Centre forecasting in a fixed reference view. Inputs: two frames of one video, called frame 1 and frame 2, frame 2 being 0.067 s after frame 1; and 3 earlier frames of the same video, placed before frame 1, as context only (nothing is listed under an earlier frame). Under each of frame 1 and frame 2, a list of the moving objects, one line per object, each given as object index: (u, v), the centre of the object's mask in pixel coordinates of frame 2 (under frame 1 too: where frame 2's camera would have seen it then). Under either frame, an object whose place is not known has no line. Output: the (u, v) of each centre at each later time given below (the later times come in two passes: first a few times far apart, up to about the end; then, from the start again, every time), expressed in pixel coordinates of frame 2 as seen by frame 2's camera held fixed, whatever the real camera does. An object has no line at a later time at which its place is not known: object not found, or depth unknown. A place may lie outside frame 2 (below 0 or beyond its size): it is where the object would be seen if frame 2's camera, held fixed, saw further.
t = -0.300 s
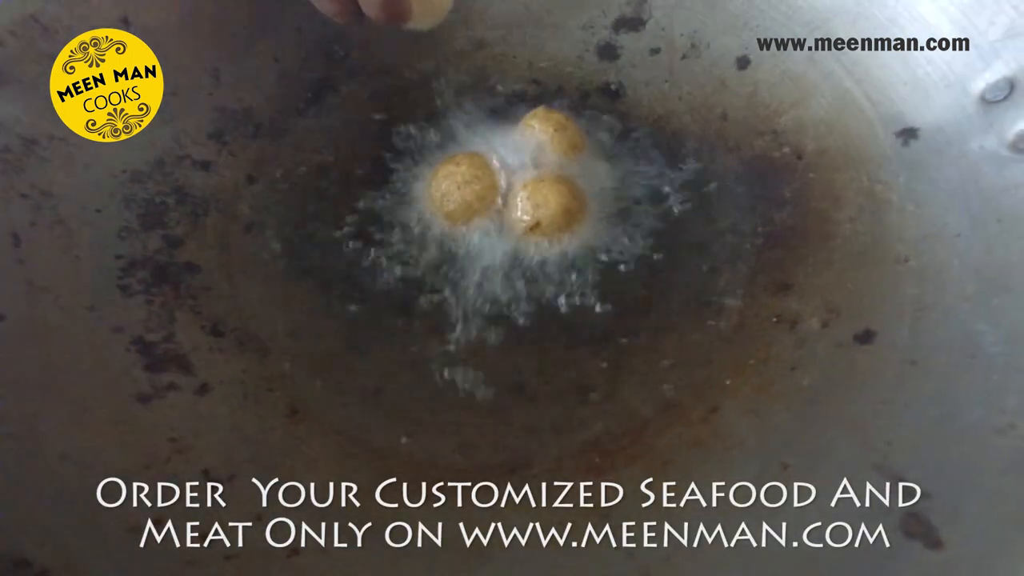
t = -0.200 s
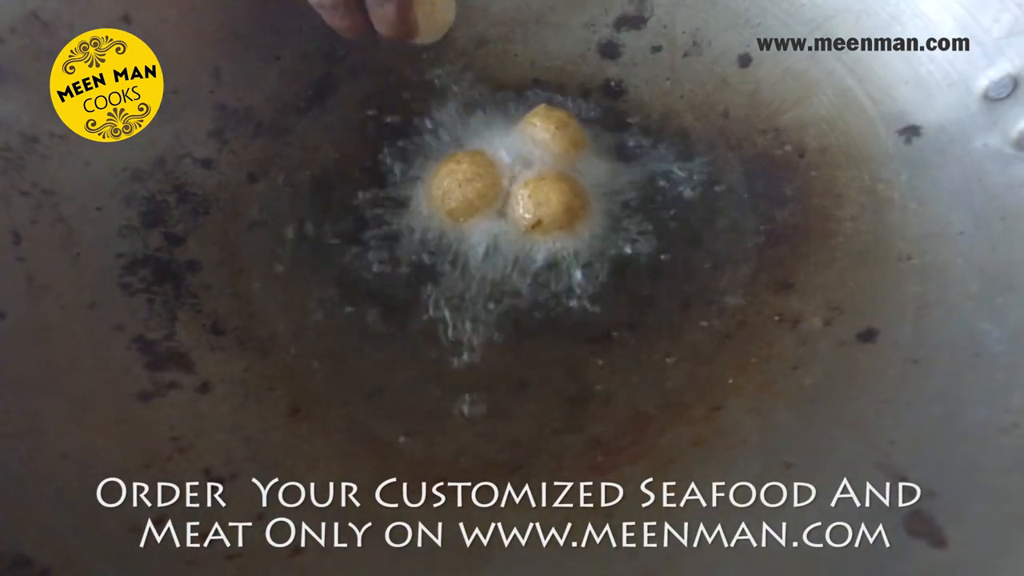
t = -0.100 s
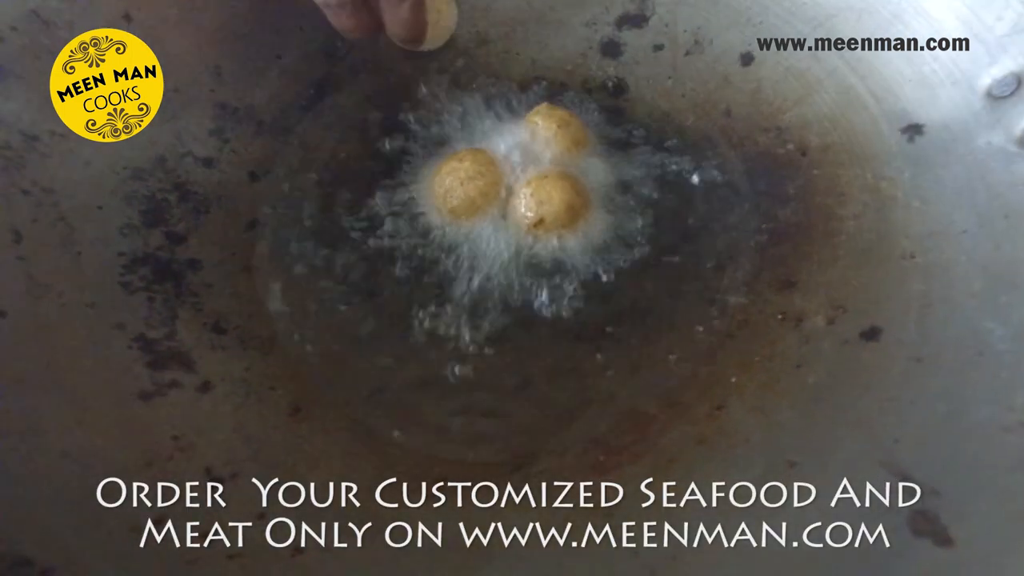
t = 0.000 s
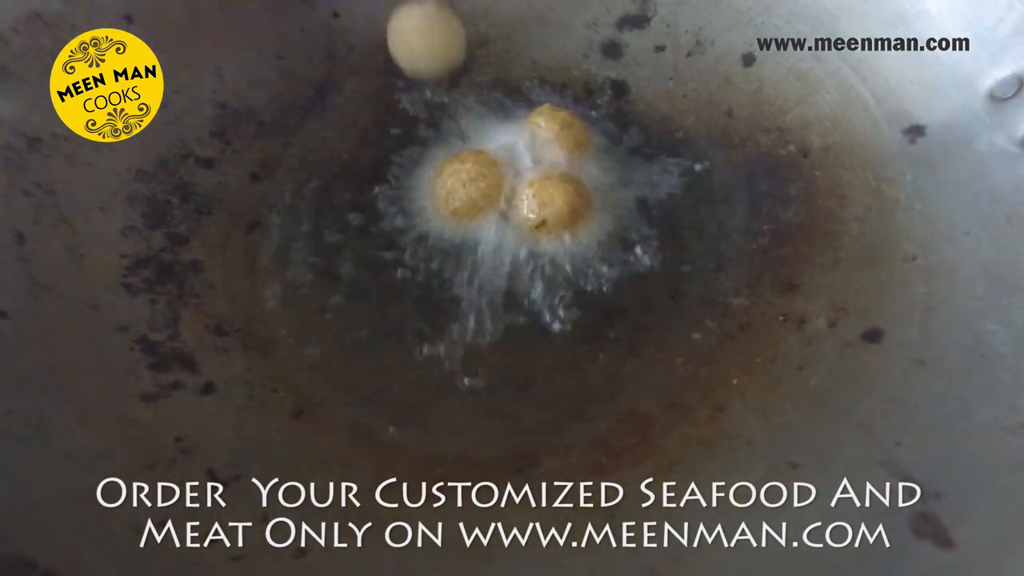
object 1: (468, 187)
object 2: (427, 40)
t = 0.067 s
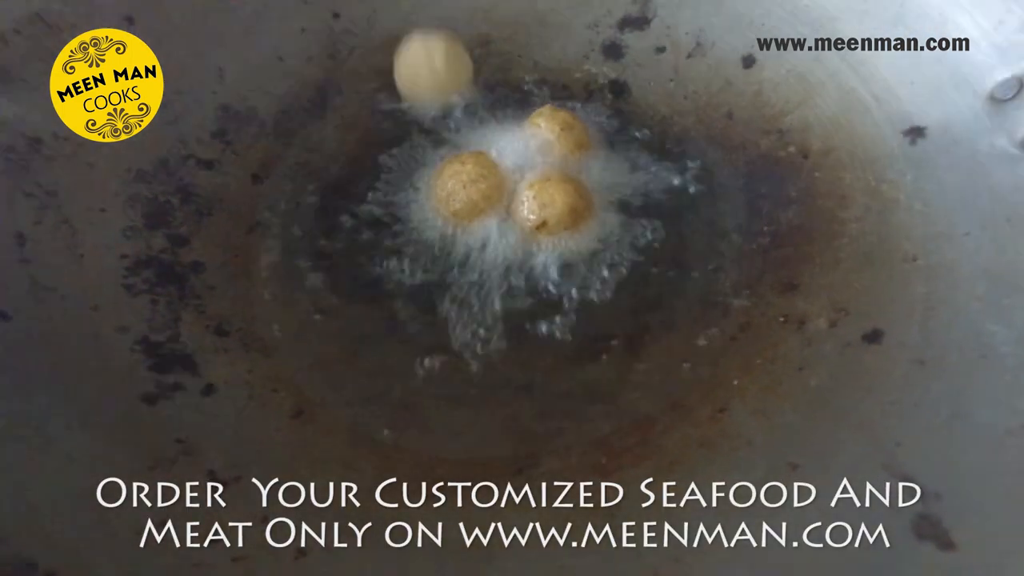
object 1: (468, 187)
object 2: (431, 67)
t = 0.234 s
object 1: (470, 195)
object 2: (446, 127)
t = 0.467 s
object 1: (466, 200)
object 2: (452, 126)
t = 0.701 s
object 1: (466, 200)
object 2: (447, 124)
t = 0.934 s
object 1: (466, 198)
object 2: (446, 125)
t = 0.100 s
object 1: (468, 187)
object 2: (435, 81)
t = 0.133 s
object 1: (467, 188)
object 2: (438, 99)
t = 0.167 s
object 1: (468, 188)
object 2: (440, 113)
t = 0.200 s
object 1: (470, 191)
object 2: (443, 123)
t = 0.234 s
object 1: (470, 195)
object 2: (446, 127)
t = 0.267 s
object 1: (466, 199)
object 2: (448, 129)
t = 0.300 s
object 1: (466, 201)
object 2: (449, 130)
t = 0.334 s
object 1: (466, 201)
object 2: (452, 127)
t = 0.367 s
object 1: (468, 200)
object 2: (451, 127)
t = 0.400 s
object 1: (467, 199)
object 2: (452, 127)
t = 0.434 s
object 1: (467, 199)
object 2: (451, 127)
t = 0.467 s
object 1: (466, 200)
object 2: (452, 126)
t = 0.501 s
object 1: (468, 199)
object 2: (448, 125)
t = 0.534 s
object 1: (467, 200)
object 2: (449, 125)
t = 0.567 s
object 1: (466, 201)
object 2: (450, 125)
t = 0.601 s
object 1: (466, 200)
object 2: (448, 126)
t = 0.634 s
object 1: (466, 199)
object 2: (450, 125)
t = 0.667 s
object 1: (467, 199)
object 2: (449, 123)
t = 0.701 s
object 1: (466, 200)
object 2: (447, 124)
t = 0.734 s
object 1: (468, 198)
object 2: (450, 125)
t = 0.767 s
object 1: (466, 199)
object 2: (449, 124)
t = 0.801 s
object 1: (465, 198)
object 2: (450, 125)
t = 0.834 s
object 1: (468, 199)
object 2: (448, 124)
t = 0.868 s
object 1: (466, 199)
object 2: (450, 126)
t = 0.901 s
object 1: (466, 199)
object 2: (449, 124)
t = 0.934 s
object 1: (466, 198)
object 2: (446, 125)
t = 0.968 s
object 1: (466, 199)
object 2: (448, 125)
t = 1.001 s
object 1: (467, 200)
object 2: (448, 124)
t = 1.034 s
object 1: (467, 202)
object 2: (448, 125)
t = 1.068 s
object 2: (446, 123)
